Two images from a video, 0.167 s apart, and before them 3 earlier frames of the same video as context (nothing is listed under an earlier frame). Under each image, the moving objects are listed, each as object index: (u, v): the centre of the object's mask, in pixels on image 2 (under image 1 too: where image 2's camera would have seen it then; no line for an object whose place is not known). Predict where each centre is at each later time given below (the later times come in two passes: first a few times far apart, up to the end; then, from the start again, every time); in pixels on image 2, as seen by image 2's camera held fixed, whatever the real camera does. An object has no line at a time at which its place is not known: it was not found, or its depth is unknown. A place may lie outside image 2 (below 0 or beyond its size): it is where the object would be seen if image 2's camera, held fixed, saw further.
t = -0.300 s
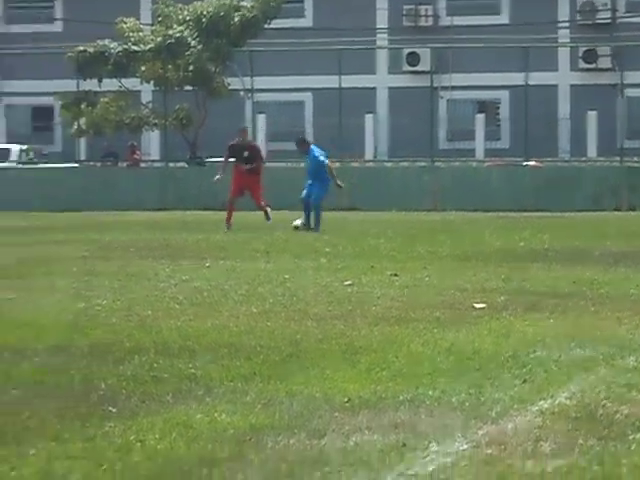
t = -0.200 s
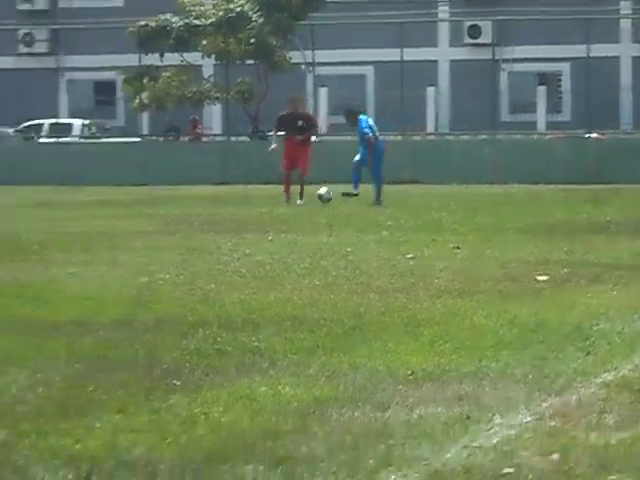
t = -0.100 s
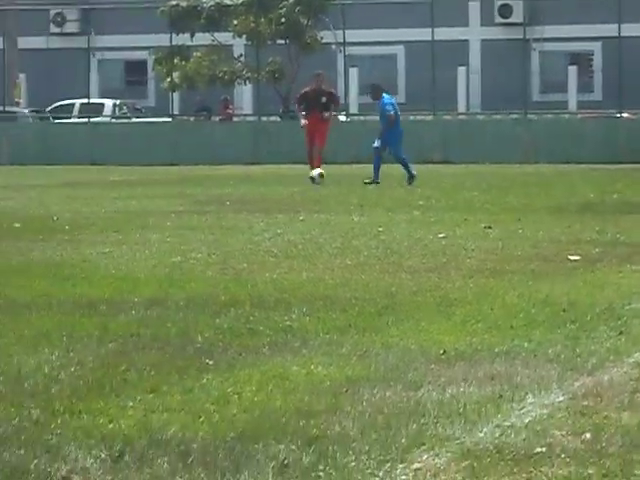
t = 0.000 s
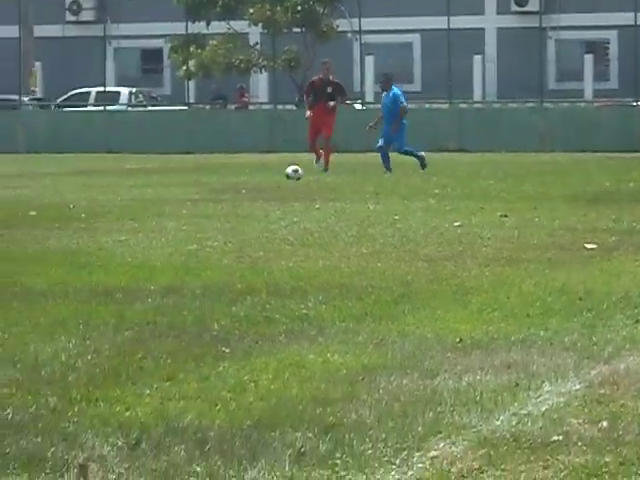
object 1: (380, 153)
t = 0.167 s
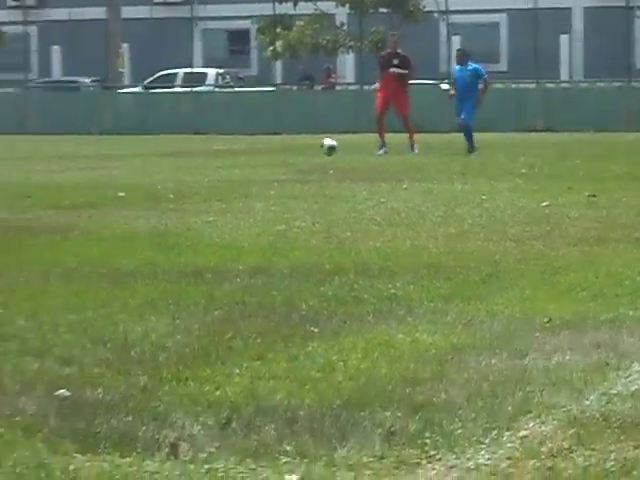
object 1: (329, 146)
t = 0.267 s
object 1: (297, 149)
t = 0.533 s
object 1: (228, 158)
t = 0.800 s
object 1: (170, 168)
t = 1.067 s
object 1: (113, 169)
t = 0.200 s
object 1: (319, 146)
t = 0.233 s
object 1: (308, 147)
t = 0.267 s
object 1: (297, 149)
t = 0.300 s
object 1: (288, 151)
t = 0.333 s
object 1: (277, 155)
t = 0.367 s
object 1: (267, 160)
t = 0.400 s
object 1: (258, 162)
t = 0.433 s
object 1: (250, 160)
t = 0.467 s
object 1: (243, 158)
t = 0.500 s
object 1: (235, 157)
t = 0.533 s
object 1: (228, 158)
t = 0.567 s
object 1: (221, 159)
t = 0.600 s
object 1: (213, 160)
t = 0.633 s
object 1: (205, 164)
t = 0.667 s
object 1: (198, 167)
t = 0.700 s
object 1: (191, 167)
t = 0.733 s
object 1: (183, 167)
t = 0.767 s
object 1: (177, 167)
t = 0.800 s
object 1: (170, 168)
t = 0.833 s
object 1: (163, 170)
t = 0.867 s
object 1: (156, 170)
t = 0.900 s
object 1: (149, 169)
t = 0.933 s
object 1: (142, 166)
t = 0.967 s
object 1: (135, 165)
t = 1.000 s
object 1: (128, 166)
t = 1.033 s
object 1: (121, 167)
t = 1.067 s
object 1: (113, 169)
